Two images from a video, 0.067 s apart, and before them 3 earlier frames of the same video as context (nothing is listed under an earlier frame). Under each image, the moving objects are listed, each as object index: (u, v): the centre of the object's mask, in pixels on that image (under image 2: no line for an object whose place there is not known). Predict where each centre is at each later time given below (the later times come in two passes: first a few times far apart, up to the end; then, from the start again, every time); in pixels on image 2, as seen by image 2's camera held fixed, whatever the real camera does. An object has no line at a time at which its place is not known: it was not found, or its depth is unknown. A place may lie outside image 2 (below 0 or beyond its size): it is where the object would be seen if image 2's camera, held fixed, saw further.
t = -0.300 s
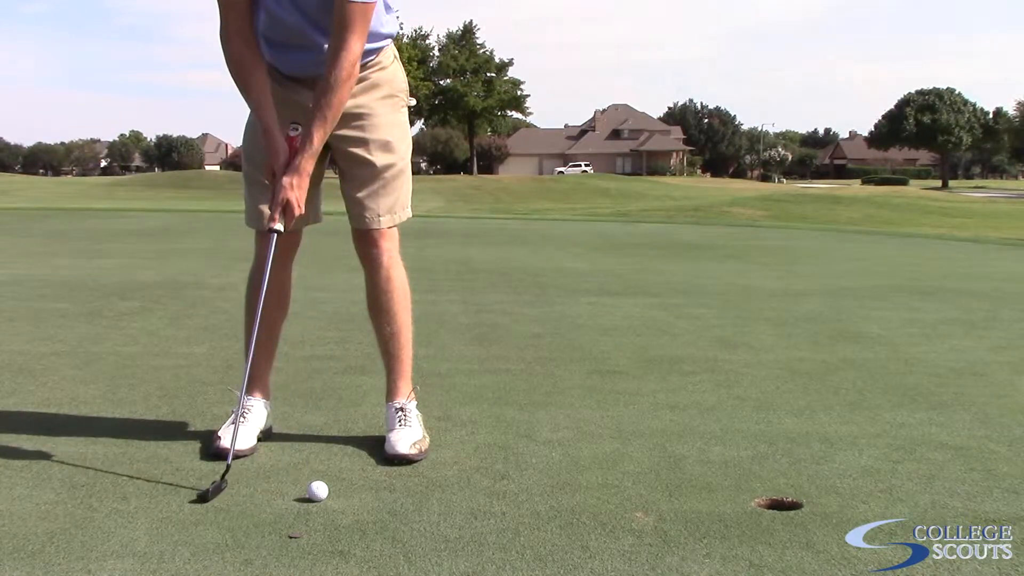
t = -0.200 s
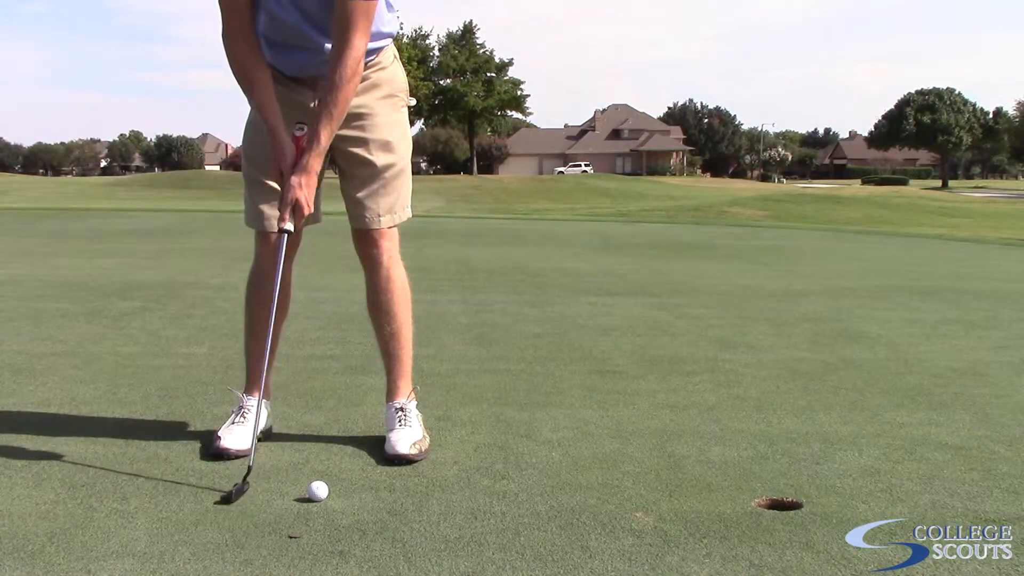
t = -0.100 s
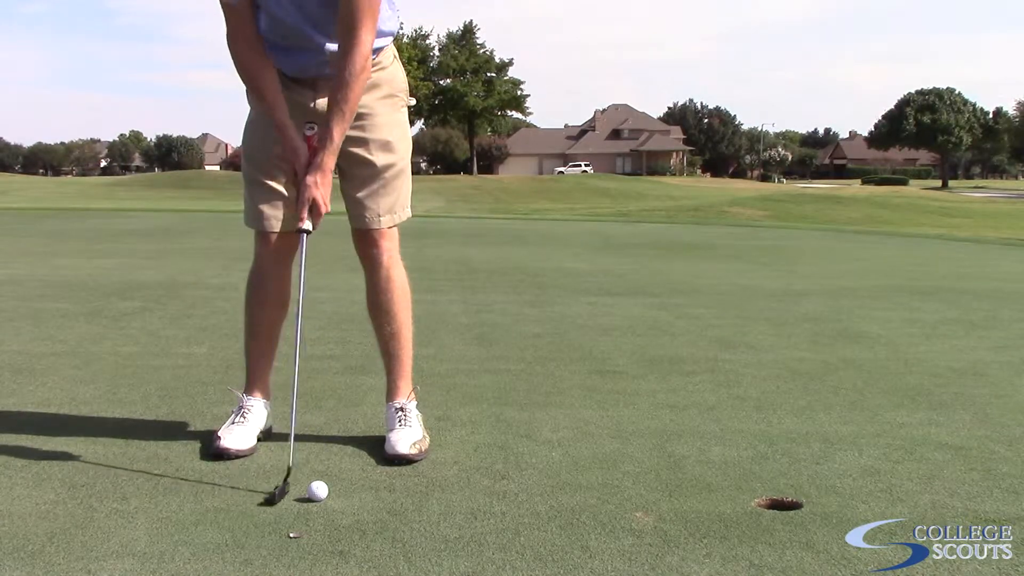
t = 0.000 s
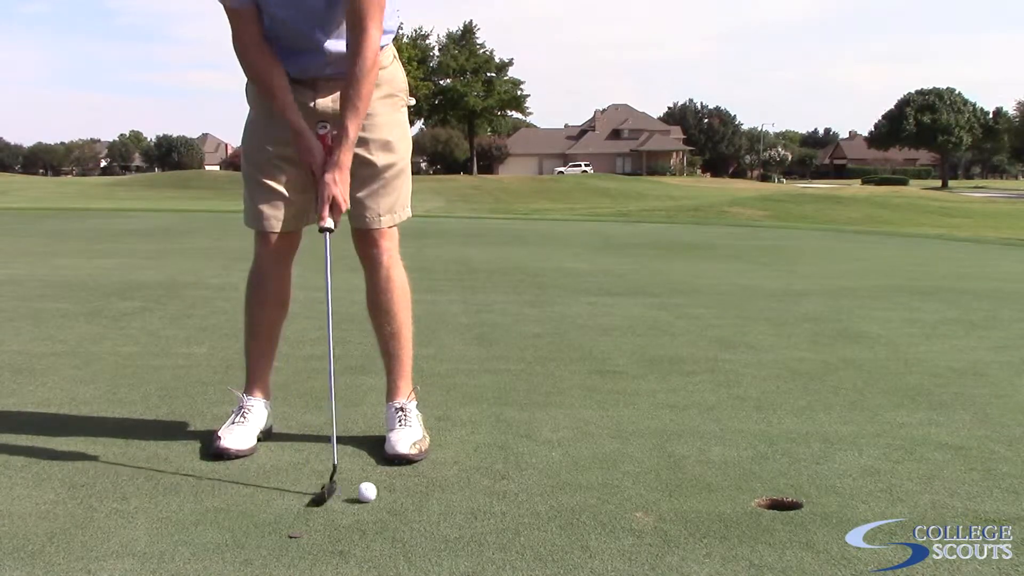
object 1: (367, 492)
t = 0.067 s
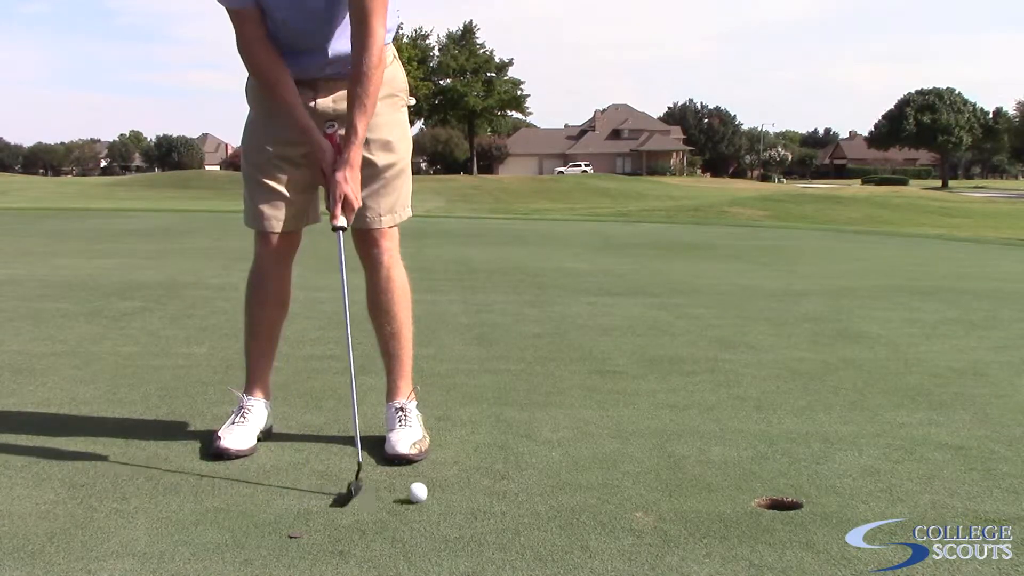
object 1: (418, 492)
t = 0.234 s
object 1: (519, 493)
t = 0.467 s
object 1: (645, 494)
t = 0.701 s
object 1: (759, 495)
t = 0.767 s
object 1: (788, 507)
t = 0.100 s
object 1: (439, 493)
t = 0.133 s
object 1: (461, 493)
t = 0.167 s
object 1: (480, 493)
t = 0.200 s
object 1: (499, 494)
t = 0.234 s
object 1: (519, 493)
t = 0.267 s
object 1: (538, 493)
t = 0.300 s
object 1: (556, 494)
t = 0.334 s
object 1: (575, 493)
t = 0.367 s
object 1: (593, 494)
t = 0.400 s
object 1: (611, 494)
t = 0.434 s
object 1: (628, 494)
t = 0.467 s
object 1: (645, 494)
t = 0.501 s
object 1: (663, 494)
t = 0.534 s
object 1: (679, 494)
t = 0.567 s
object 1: (695, 494)
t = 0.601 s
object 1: (711, 494)
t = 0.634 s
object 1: (727, 495)
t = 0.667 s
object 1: (743, 494)
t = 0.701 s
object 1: (759, 495)
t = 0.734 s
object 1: (774, 501)
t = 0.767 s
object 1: (788, 507)
